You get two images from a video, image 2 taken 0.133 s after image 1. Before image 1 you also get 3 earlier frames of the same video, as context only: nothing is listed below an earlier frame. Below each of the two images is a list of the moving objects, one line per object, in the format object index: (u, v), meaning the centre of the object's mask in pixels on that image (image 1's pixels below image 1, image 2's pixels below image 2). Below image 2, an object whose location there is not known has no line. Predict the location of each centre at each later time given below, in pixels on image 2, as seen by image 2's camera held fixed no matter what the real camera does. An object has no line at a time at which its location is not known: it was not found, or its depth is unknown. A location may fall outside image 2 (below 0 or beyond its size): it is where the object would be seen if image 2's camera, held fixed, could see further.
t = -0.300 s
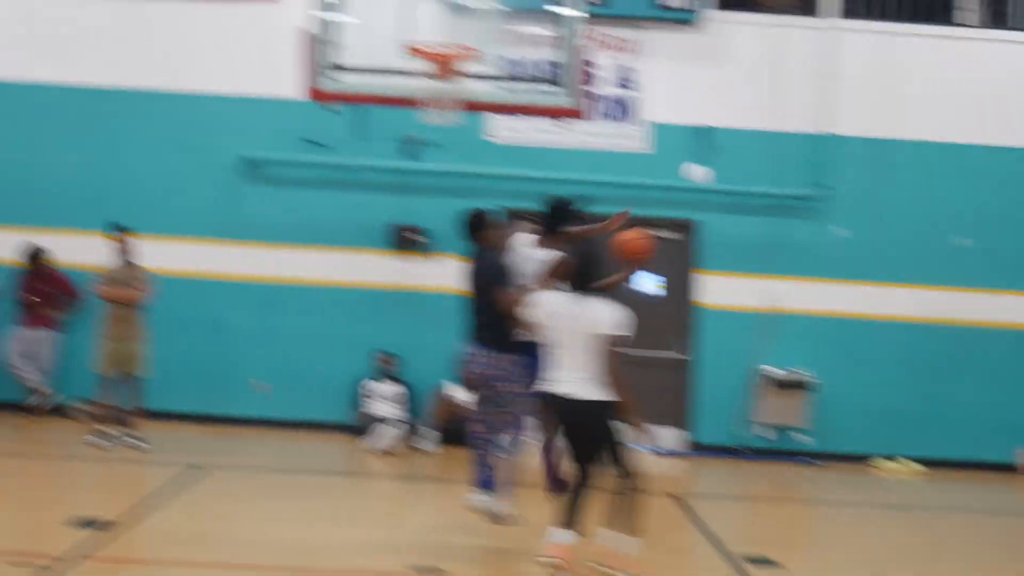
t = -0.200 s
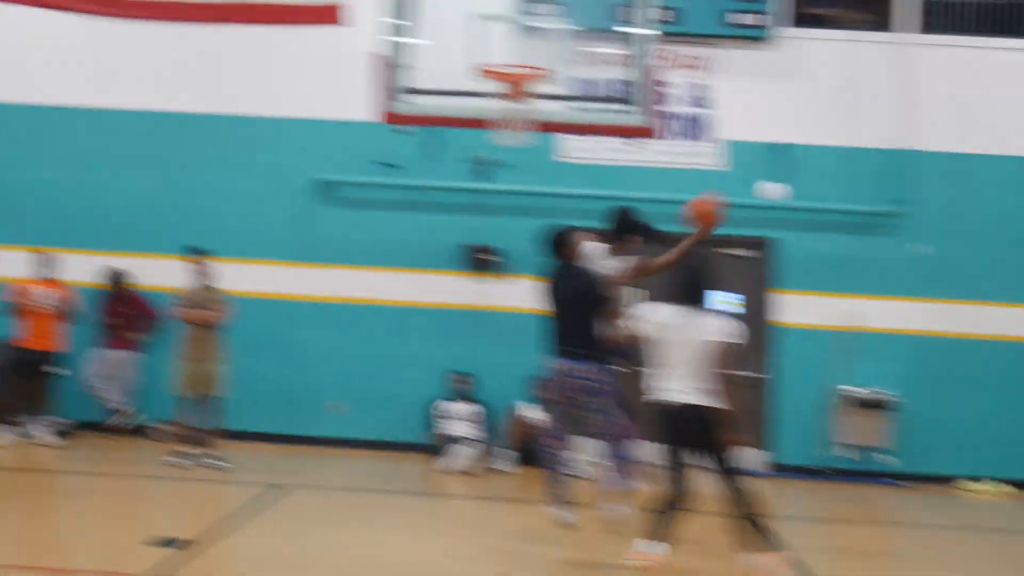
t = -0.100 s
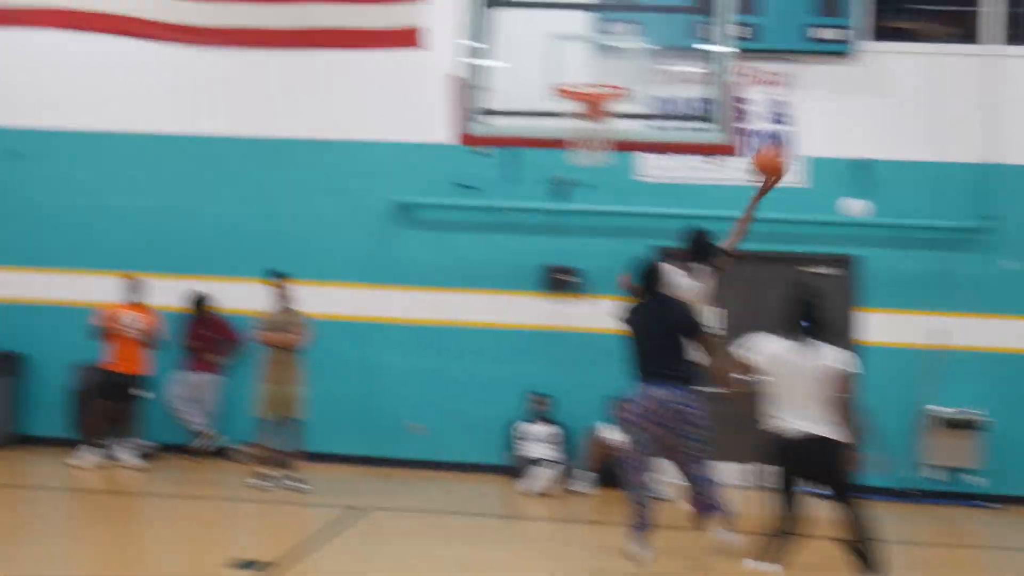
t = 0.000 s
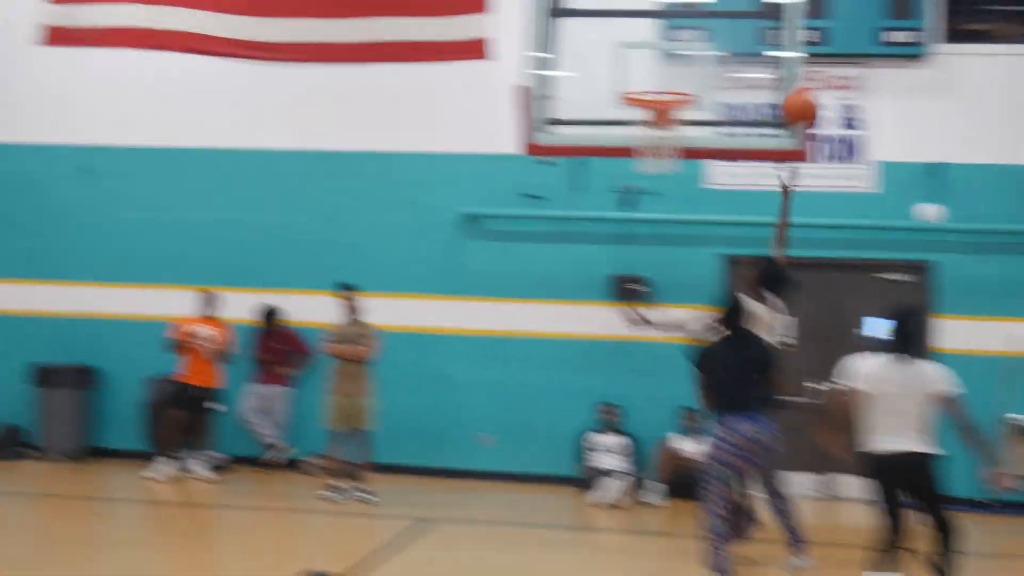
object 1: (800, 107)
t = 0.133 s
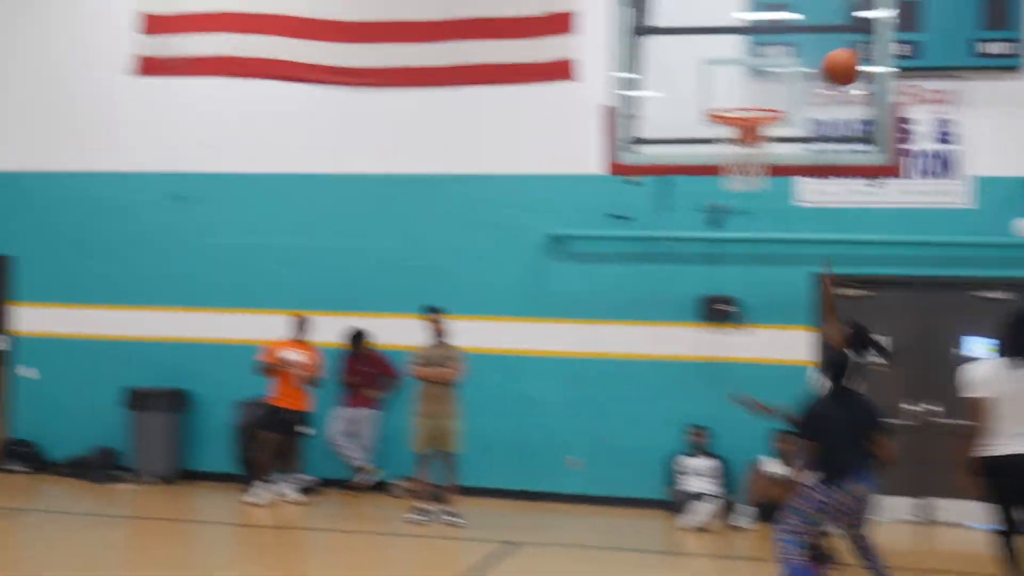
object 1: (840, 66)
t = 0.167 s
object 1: (832, 59)
